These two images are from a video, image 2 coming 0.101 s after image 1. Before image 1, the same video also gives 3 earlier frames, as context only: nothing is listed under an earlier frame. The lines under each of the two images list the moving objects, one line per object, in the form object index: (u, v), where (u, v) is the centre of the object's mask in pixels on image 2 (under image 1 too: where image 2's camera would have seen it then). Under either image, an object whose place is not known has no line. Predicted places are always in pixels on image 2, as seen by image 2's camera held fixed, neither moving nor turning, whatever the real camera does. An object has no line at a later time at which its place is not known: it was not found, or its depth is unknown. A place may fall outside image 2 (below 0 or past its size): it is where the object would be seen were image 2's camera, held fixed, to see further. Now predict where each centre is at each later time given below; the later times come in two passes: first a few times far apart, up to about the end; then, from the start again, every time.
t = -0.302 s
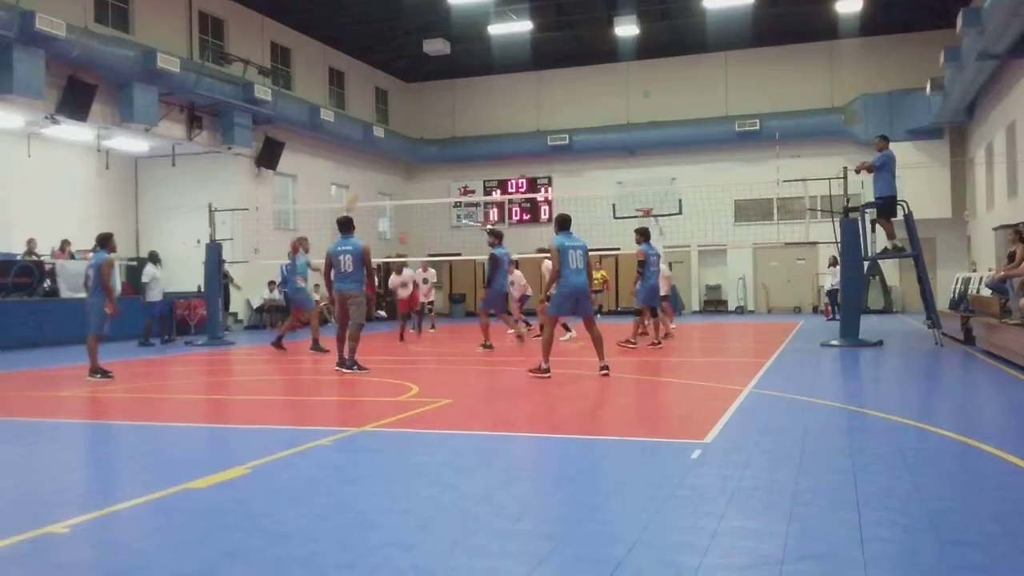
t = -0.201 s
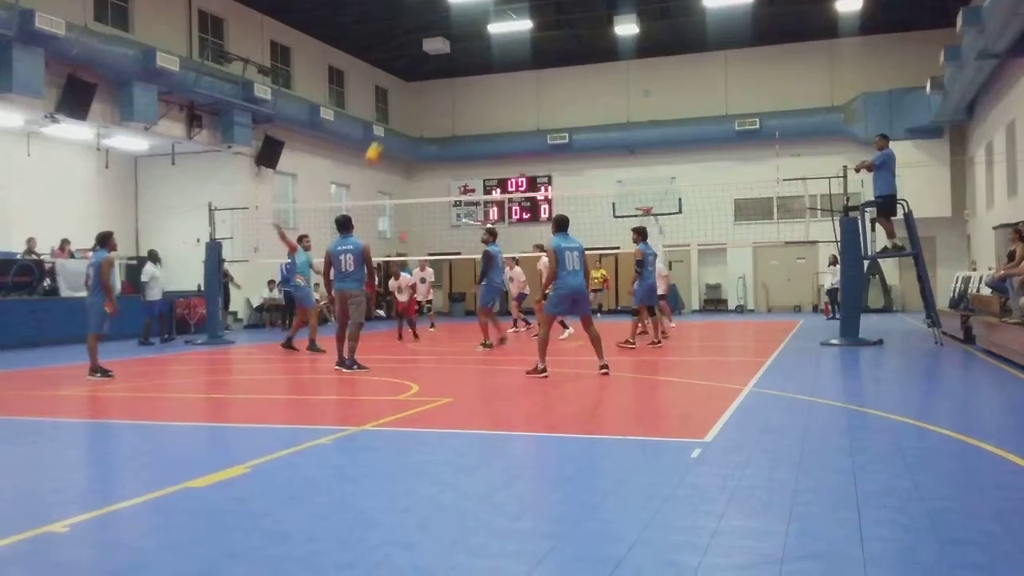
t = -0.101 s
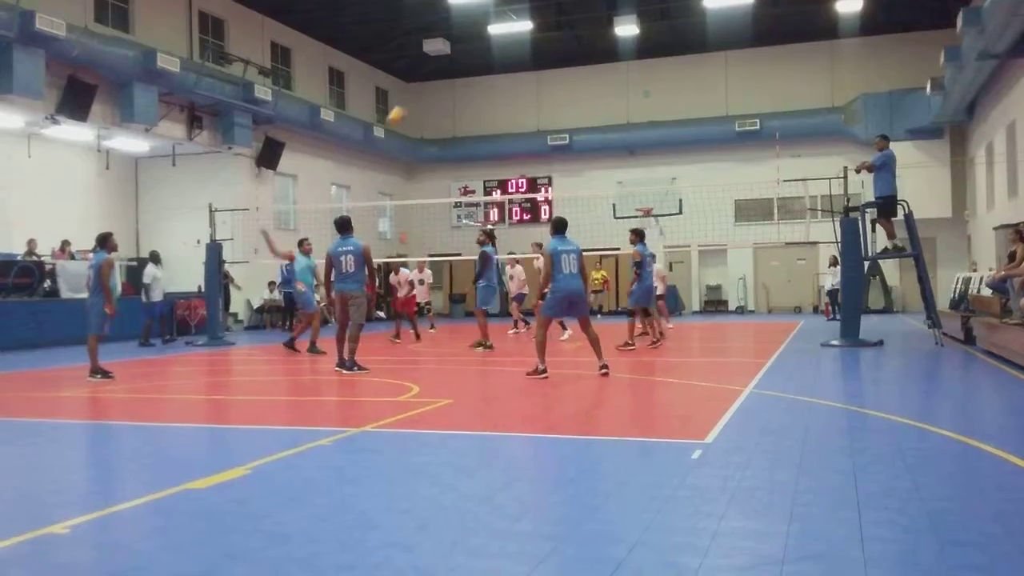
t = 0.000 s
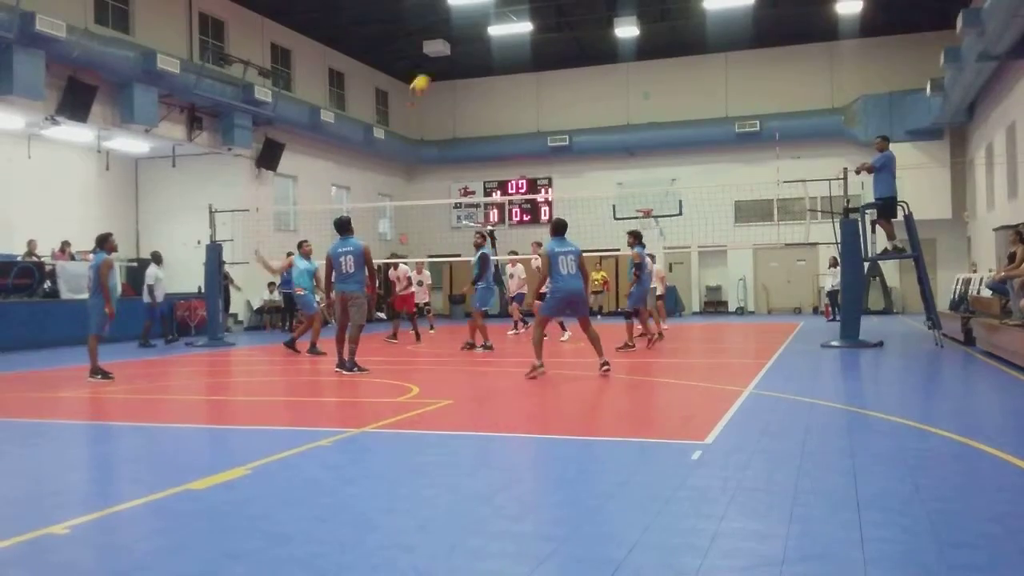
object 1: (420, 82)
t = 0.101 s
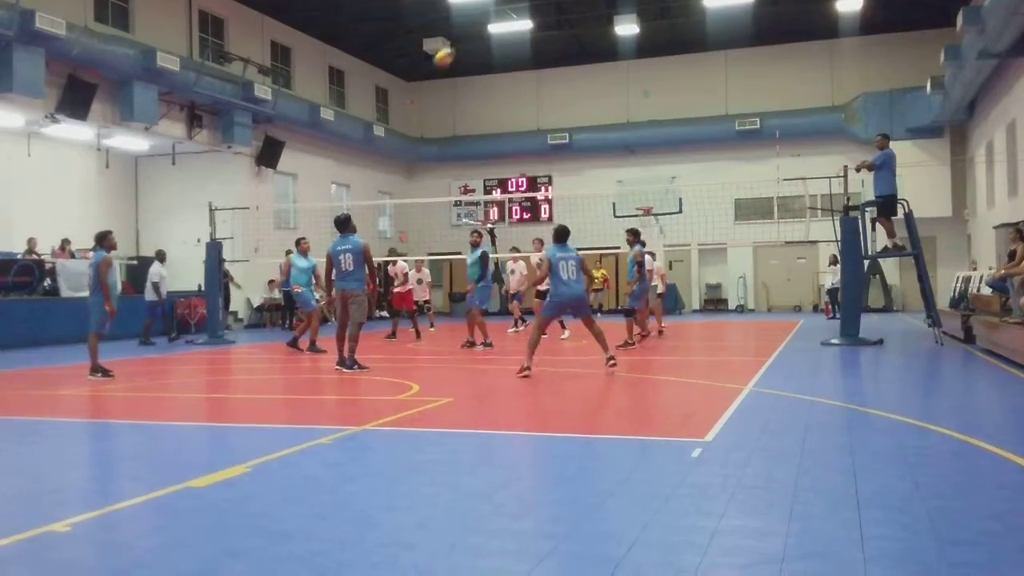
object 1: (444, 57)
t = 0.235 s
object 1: (478, 34)
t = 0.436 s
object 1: (539, 23)
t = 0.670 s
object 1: (611, 56)
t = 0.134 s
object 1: (452, 50)
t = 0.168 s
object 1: (463, 42)
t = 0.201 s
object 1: (471, 38)
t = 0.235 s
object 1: (478, 34)
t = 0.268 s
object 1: (485, 29)
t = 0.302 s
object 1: (494, 25)
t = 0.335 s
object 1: (507, 21)
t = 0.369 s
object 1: (516, 21)
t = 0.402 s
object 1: (528, 21)
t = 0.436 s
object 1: (539, 23)
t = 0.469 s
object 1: (547, 25)
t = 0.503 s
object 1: (557, 28)
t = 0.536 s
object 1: (567, 31)
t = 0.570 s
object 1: (577, 36)
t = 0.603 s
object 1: (589, 41)
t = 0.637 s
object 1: (600, 48)
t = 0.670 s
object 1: (611, 56)
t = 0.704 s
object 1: (622, 63)
